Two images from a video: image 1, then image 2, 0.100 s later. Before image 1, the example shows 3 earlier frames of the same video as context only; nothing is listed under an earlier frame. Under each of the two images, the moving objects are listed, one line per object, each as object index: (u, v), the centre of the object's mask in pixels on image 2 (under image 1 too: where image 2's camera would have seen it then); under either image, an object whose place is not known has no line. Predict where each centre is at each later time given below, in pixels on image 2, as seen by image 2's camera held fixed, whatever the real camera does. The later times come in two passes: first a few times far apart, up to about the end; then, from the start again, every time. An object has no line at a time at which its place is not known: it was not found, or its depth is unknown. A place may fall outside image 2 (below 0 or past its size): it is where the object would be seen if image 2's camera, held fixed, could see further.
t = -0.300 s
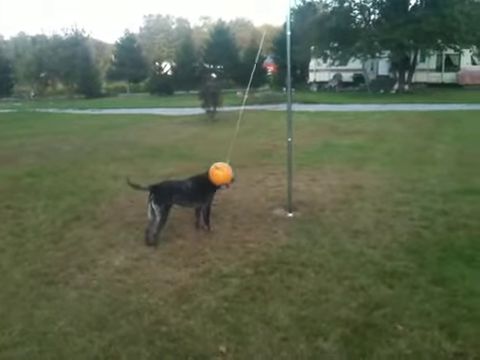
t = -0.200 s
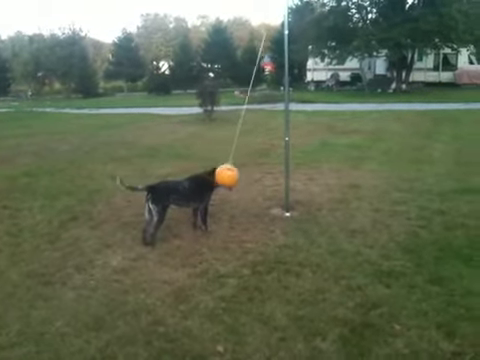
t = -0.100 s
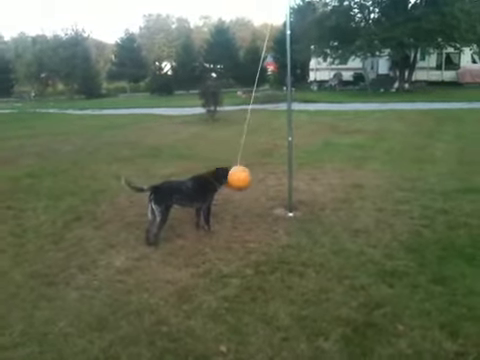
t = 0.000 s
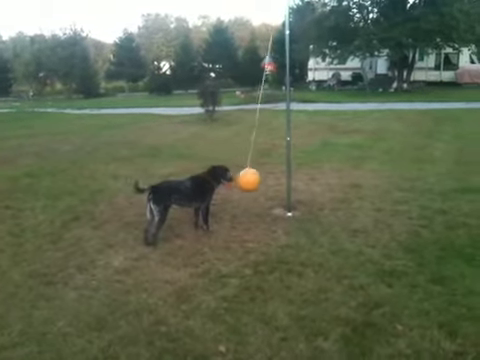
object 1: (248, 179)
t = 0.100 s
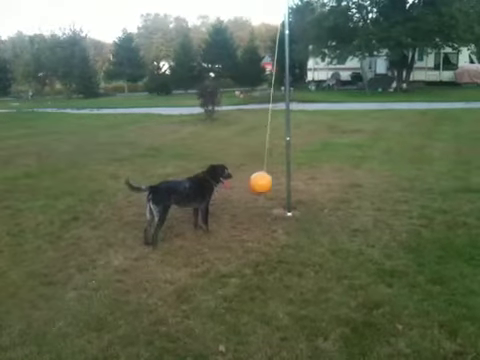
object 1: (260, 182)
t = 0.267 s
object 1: (283, 186)
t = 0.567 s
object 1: (314, 183)
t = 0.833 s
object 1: (325, 169)
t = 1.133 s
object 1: (320, 155)
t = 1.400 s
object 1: (304, 152)
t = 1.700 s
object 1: (278, 161)
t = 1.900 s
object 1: (261, 170)
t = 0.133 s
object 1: (265, 183)
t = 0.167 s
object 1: (269, 183)
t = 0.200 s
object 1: (274, 184)
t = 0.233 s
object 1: (278, 185)
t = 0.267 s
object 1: (283, 186)
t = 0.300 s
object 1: (287, 186)
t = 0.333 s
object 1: (290, 187)
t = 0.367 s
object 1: (295, 186)
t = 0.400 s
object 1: (299, 186)
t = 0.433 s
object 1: (302, 186)
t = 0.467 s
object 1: (305, 185)
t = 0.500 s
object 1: (309, 184)
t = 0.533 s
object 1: (312, 183)
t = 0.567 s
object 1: (314, 183)
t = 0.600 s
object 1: (317, 181)
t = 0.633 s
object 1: (319, 180)
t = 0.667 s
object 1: (320, 178)
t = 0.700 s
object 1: (322, 176)
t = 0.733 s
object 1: (323, 174)
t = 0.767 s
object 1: (324, 172)
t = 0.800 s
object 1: (325, 171)
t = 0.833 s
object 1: (325, 169)
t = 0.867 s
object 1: (326, 167)
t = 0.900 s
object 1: (326, 165)
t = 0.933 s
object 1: (325, 163)
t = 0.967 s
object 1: (325, 161)
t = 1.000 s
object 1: (324, 160)
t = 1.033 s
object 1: (323, 158)
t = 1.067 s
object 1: (322, 157)
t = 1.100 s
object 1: (321, 156)
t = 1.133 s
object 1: (320, 155)
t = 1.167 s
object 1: (318, 154)
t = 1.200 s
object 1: (317, 153)
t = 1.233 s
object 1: (315, 152)
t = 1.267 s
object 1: (313, 152)
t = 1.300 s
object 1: (311, 152)
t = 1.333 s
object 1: (309, 152)
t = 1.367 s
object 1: (306, 152)
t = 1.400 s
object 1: (304, 152)
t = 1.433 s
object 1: (301, 153)
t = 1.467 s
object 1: (299, 153)
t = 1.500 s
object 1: (297, 154)
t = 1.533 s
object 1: (295, 155)
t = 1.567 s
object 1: (291, 156)
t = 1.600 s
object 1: (286, 156)
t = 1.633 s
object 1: (284, 157)
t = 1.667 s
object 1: (280, 160)
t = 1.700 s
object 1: (278, 161)
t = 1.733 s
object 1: (275, 163)
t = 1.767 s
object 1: (272, 164)
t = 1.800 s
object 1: (269, 166)
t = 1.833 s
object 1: (266, 167)
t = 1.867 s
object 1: (264, 169)
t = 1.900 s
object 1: (261, 170)
